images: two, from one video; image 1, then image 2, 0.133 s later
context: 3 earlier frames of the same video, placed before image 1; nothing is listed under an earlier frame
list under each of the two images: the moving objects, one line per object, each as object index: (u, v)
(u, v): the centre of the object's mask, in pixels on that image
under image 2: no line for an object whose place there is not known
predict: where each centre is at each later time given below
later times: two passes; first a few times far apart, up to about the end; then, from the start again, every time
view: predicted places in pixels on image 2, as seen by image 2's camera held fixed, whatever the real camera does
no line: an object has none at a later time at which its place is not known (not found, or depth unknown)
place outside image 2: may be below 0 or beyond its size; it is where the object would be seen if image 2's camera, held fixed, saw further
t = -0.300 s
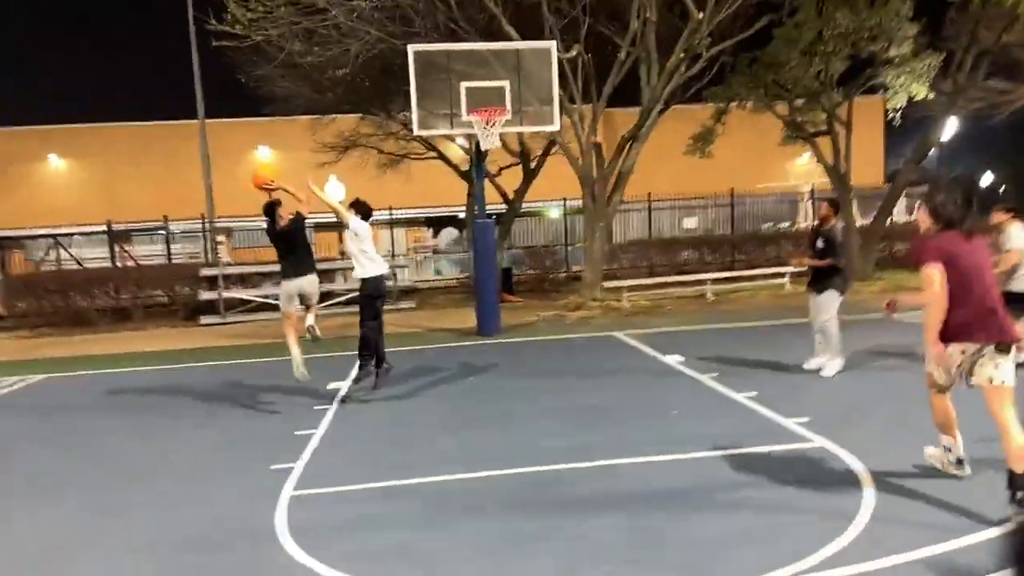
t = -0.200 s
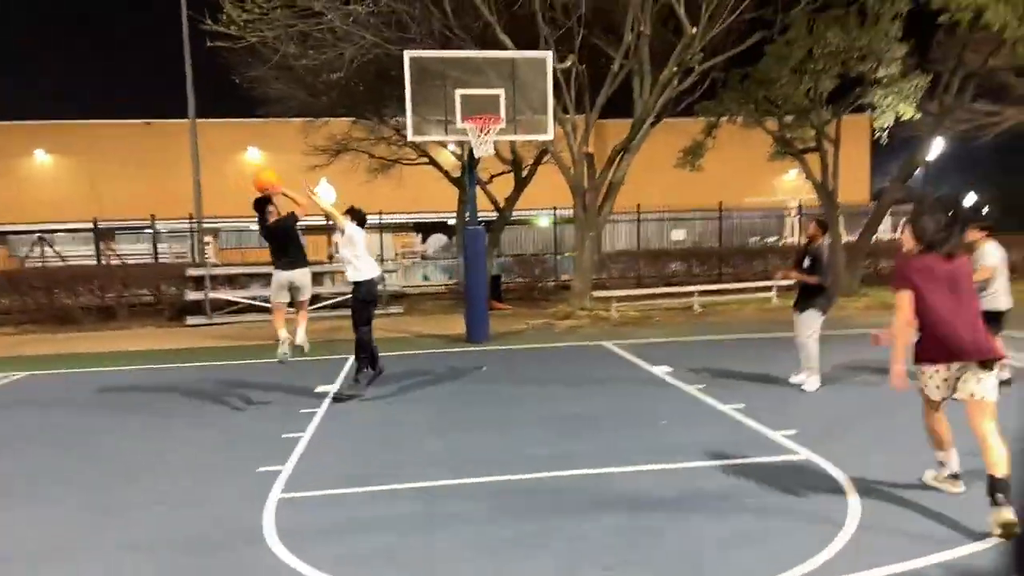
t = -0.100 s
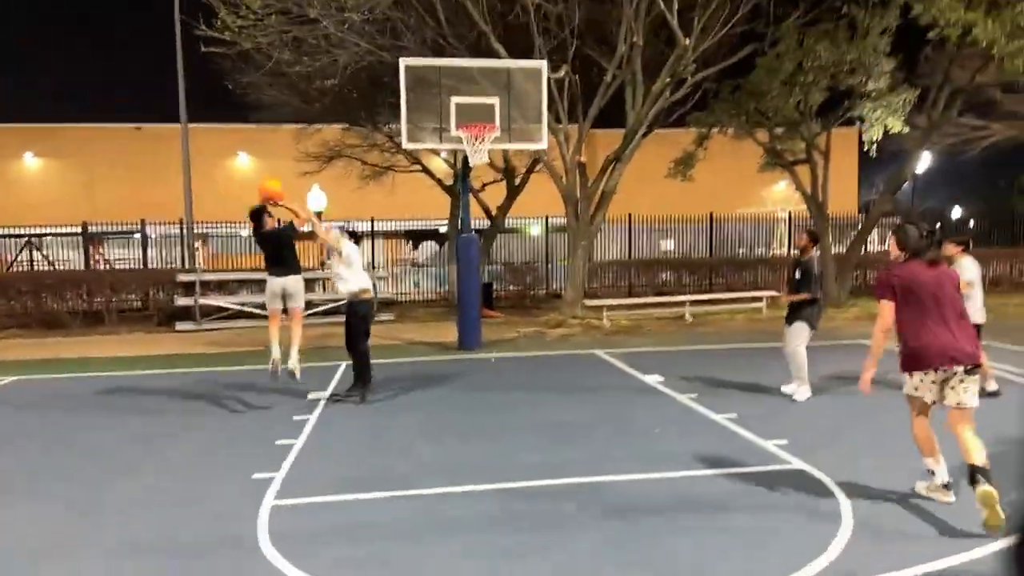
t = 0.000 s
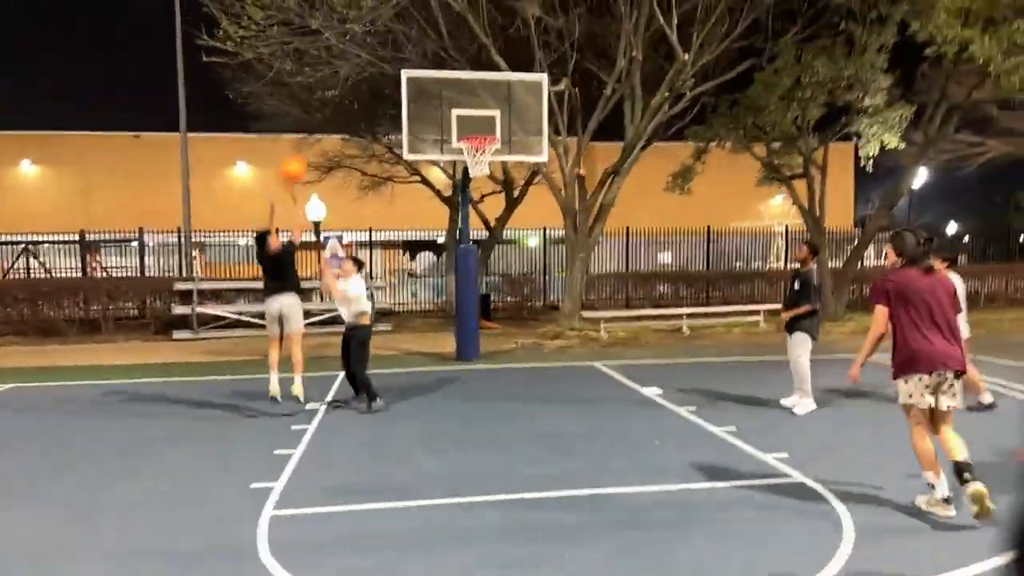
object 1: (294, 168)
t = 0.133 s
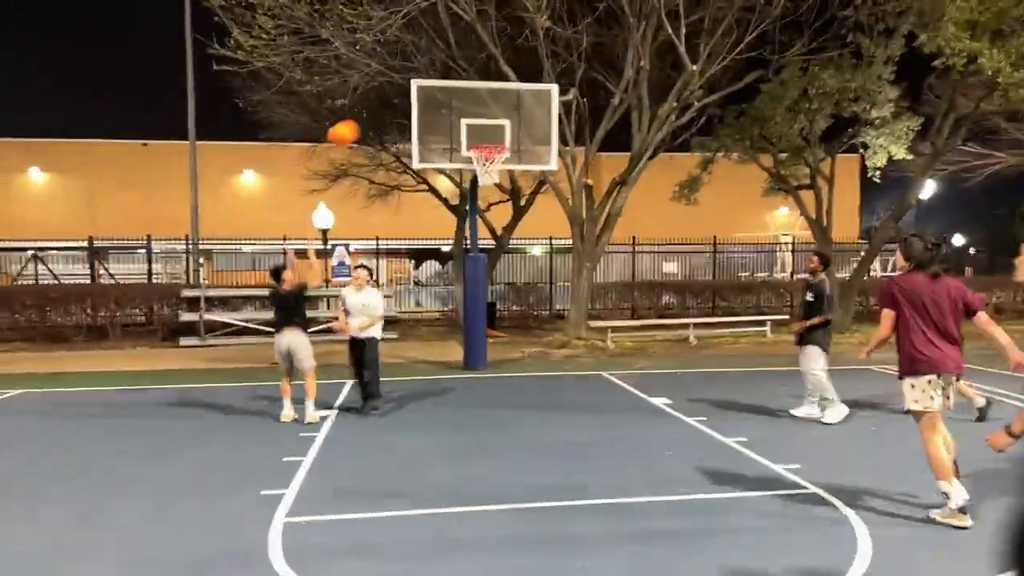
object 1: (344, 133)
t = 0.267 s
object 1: (381, 109)
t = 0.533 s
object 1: (446, 109)
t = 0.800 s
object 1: (499, 148)
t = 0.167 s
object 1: (352, 127)
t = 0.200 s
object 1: (362, 119)
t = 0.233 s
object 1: (372, 113)
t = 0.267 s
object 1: (381, 109)
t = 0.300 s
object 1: (389, 106)
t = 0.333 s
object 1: (398, 104)
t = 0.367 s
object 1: (405, 102)
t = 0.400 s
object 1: (415, 101)
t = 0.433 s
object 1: (425, 102)
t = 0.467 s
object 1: (432, 103)
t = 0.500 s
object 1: (439, 105)
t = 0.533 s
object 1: (446, 109)
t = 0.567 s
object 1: (453, 112)
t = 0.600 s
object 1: (461, 117)
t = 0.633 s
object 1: (468, 125)
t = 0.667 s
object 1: (478, 133)
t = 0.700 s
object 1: (481, 139)
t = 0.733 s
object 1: (489, 141)
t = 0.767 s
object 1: (495, 142)
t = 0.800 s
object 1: (499, 148)
